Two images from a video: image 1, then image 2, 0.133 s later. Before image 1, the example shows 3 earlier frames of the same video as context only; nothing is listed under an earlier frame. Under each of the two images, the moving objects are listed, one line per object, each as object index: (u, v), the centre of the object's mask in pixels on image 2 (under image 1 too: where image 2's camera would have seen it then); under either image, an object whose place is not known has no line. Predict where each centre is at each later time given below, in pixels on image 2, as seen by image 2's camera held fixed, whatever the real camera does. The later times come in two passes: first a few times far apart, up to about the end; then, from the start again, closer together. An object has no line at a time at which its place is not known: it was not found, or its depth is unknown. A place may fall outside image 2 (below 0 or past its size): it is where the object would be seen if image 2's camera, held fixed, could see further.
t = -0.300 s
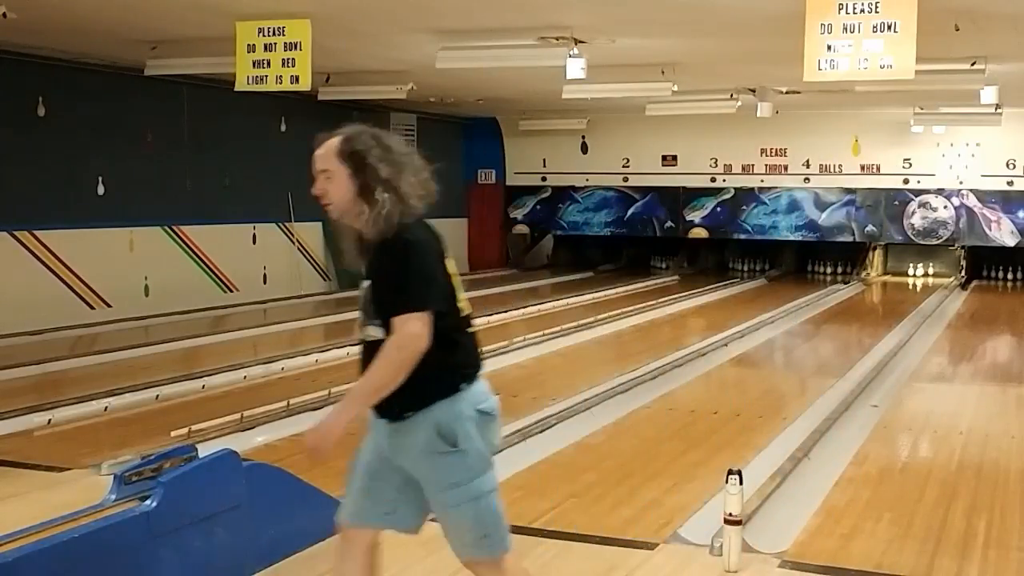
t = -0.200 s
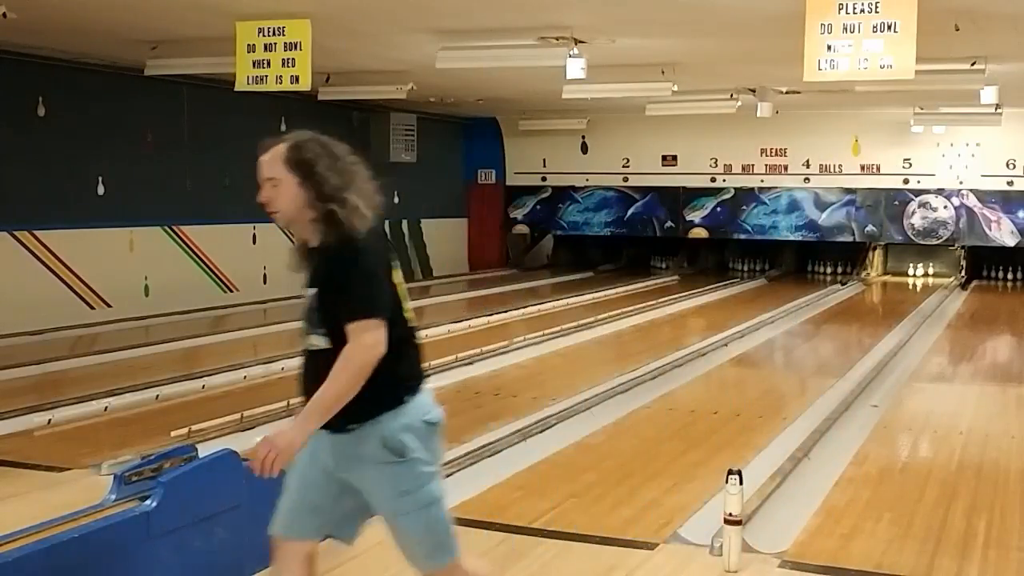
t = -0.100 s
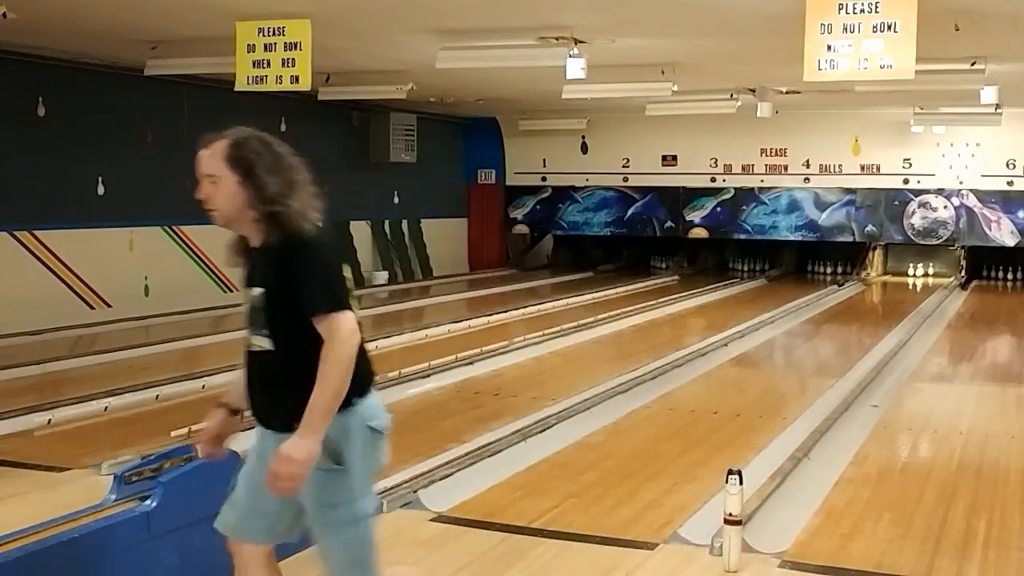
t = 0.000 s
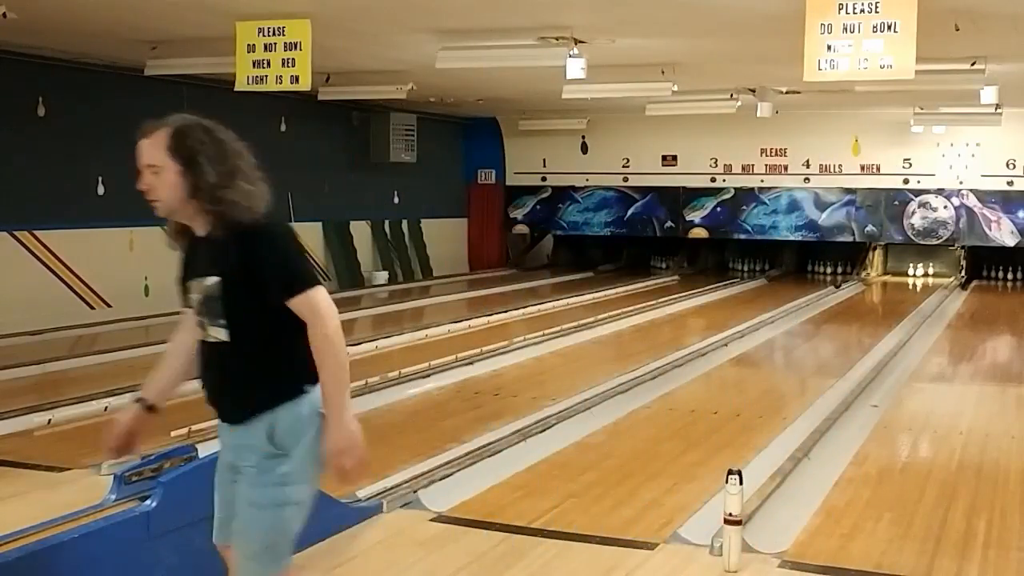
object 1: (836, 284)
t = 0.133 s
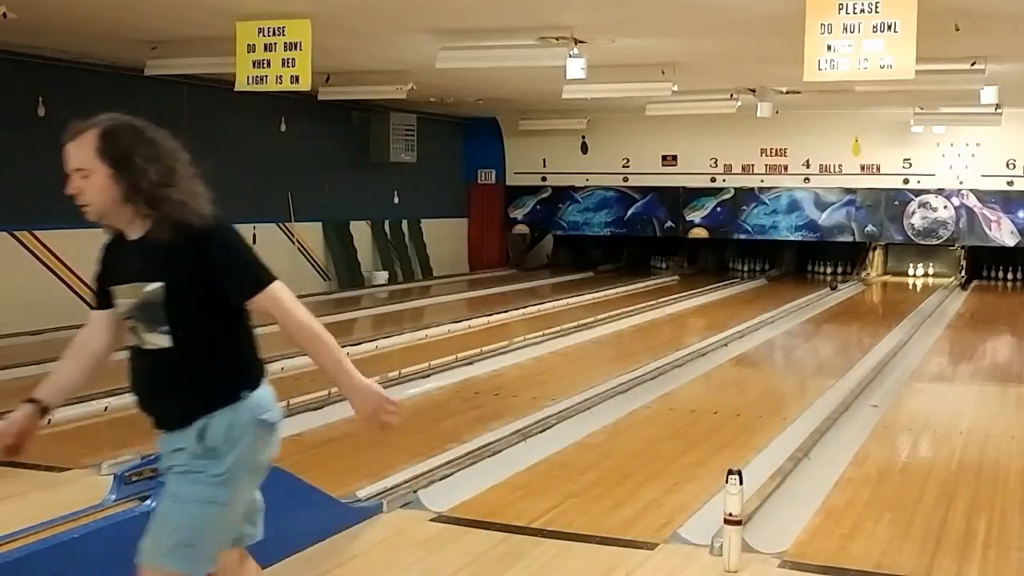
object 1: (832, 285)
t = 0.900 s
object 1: (804, 298)
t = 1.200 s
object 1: (791, 304)
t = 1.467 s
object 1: (778, 310)
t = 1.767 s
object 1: (762, 317)
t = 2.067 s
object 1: (743, 325)
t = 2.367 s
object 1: (723, 334)
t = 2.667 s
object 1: (698, 344)
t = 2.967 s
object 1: (671, 356)
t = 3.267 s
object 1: (639, 370)
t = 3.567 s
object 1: (600, 386)
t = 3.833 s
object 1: (561, 404)
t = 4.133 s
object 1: (506, 429)
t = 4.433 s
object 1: (436, 459)
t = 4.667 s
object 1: (368, 488)
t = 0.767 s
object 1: (810, 296)
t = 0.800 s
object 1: (808, 297)
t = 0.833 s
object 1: (807, 297)
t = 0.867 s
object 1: (806, 298)
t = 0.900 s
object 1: (804, 298)
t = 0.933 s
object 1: (803, 299)
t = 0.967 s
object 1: (801, 299)
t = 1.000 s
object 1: (800, 300)
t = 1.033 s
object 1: (798, 301)
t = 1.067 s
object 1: (797, 301)
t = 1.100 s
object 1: (796, 302)
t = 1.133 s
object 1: (794, 303)
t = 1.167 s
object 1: (792, 303)
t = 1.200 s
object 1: (791, 304)
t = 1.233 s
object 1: (789, 305)
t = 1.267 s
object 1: (788, 306)
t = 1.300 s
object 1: (786, 306)
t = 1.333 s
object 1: (784, 307)
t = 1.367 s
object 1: (783, 307)
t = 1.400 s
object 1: (781, 308)
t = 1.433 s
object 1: (780, 309)
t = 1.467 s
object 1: (778, 310)
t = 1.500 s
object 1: (776, 311)
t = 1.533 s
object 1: (774, 312)
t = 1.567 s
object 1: (773, 312)
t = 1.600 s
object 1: (771, 313)
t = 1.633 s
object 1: (769, 314)
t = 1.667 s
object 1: (767, 314)
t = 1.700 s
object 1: (766, 315)
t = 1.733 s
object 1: (763, 316)
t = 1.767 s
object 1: (762, 317)
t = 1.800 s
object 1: (760, 318)
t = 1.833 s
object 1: (758, 318)
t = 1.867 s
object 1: (756, 320)
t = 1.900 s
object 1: (754, 320)
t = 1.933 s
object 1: (752, 321)
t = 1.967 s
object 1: (750, 322)
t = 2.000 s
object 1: (748, 323)
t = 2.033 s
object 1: (746, 324)
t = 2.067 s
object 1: (743, 325)
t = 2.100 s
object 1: (741, 326)
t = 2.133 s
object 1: (739, 327)
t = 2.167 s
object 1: (737, 328)
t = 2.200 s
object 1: (734, 329)
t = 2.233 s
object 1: (732, 330)
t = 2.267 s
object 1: (729, 331)
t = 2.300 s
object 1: (727, 332)
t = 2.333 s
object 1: (725, 333)
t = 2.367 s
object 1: (723, 334)
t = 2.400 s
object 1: (720, 335)
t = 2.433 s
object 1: (717, 336)
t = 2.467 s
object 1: (715, 337)
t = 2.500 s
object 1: (712, 339)
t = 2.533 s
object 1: (710, 340)
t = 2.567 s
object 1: (707, 341)
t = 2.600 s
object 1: (704, 342)
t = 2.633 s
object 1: (702, 343)
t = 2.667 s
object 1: (698, 344)
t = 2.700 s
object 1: (696, 345)
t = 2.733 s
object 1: (693, 347)
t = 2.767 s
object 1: (690, 348)
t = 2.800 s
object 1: (687, 349)
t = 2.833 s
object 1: (683, 351)
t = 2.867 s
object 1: (681, 352)
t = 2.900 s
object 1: (678, 354)
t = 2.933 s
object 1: (674, 355)
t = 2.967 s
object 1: (671, 356)
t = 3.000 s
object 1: (668, 357)
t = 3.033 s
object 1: (665, 359)
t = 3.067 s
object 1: (661, 361)
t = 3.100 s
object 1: (658, 362)
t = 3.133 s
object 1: (654, 364)
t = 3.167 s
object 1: (650, 365)
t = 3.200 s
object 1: (647, 367)
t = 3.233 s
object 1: (643, 369)
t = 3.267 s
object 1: (639, 370)
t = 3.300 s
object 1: (635, 371)
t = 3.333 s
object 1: (632, 373)
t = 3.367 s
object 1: (627, 375)
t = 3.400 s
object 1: (623, 377)
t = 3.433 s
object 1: (619, 378)
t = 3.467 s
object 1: (614, 380)
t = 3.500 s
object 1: (610, 382)
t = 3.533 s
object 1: (606, 384)
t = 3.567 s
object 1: (600, 386)
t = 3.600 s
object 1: (596, 388)
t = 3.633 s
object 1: (592, 391)
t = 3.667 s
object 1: (587, 393)
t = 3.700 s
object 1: (581, 395)
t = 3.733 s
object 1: (577, 397)
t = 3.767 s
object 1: (571, 400)
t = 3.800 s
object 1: (566, 402)
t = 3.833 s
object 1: (561, 404)
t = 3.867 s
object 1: (555, 407)
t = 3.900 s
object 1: (550, 409)
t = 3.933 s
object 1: (544, 412)
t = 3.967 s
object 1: (538, 414)
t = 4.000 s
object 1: (532, 417)
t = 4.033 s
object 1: (525, 420)
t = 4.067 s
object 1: (519, 423)
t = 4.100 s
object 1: (512, 426)
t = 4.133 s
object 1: (506, 429)
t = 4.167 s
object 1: (499, 432)
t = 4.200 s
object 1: (491, 435)
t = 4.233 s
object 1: (484, 438)
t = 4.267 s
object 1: (476, 441)
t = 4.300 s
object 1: (469, 445)
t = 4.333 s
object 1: (461, 448)
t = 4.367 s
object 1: (453, 452)
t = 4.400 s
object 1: (444, 455)
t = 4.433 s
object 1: (436, 459)
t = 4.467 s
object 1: (427, 463)
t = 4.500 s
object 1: (418, 467)
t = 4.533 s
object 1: (408, 471)
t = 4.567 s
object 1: (399, 475)
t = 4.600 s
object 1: (389, 479)
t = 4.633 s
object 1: (379, 484)
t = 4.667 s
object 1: (368, 488)
